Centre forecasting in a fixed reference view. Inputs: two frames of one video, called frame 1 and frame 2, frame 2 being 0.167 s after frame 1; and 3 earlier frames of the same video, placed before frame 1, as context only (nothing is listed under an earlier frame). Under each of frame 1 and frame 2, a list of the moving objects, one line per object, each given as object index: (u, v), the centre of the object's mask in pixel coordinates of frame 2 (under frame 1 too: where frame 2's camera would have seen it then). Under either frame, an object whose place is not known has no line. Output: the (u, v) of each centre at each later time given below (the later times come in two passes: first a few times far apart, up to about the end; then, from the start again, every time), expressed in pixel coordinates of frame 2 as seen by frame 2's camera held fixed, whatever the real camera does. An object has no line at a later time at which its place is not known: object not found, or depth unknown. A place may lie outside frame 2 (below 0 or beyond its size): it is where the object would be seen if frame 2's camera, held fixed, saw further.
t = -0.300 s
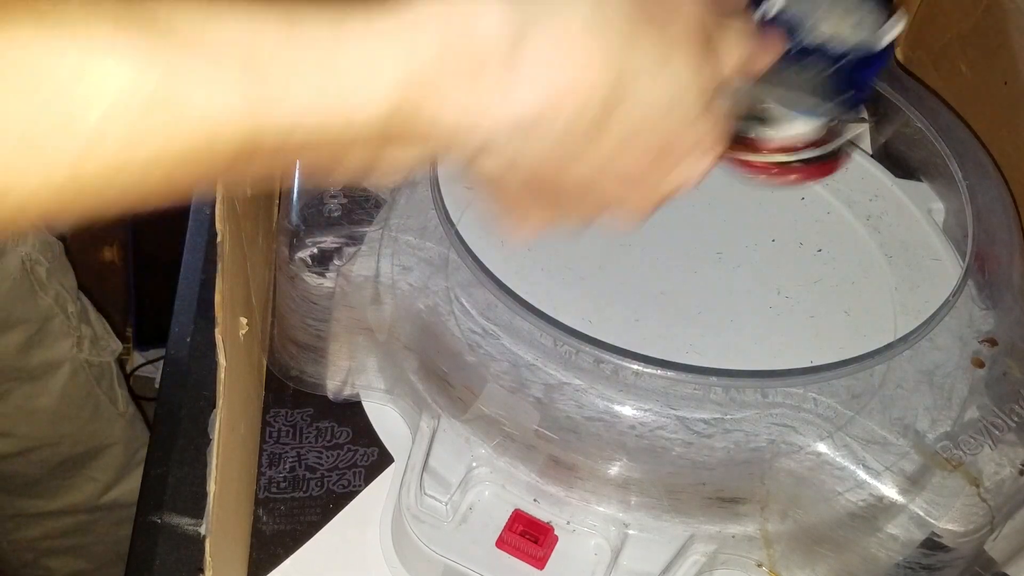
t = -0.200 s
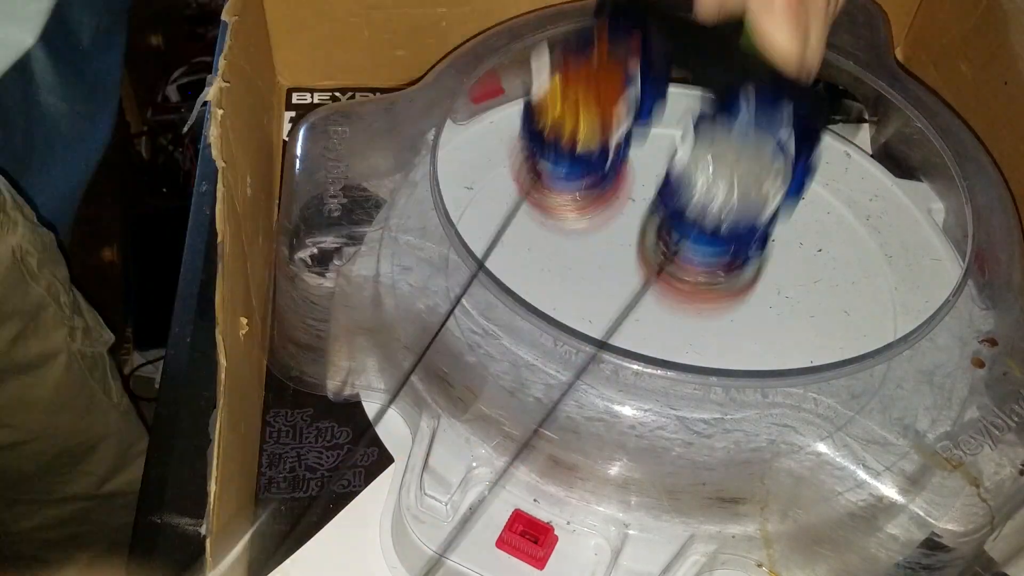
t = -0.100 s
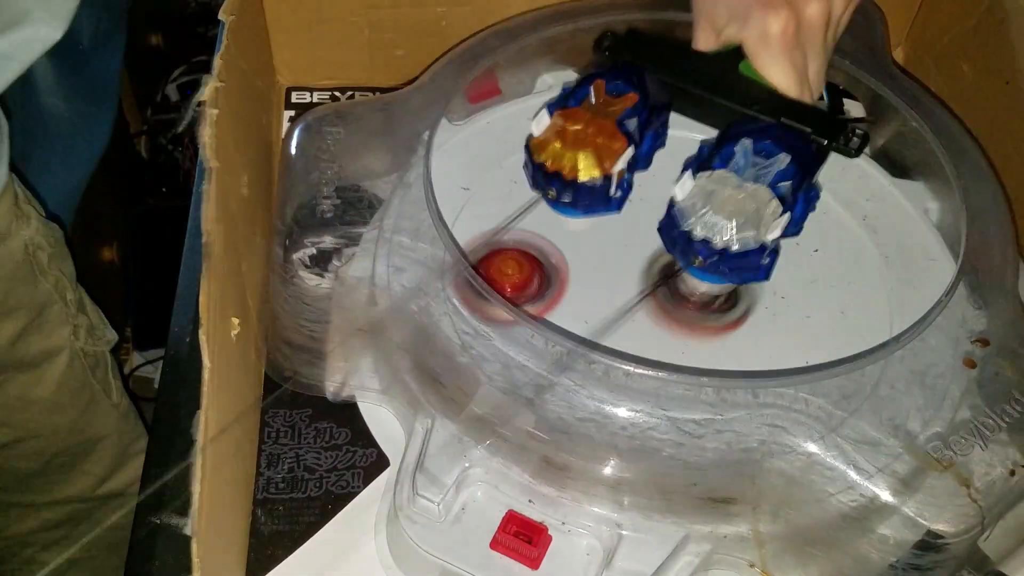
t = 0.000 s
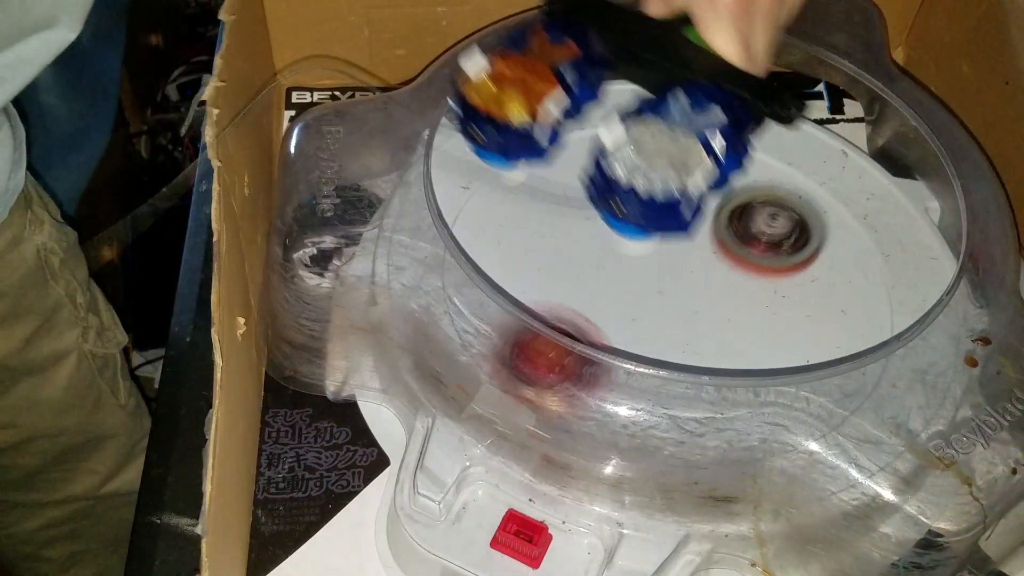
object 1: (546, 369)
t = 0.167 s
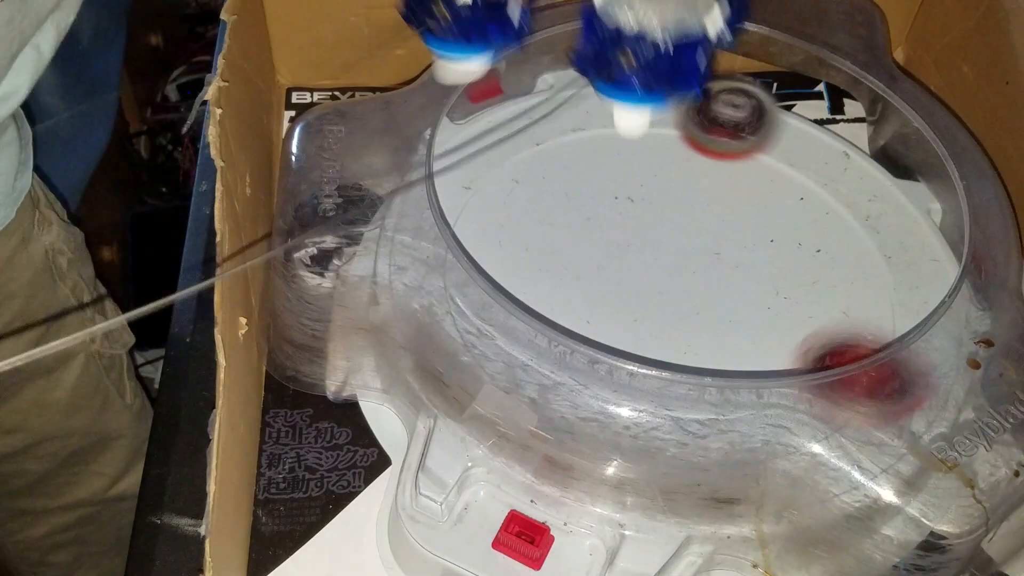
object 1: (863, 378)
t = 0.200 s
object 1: (875, 322)
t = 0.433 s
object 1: (625, 111)
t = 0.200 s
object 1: (875, 322)
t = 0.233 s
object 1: (891, 282)
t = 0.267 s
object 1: (878, 234)
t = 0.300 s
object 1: (842, 191)
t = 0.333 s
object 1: (797, 154)
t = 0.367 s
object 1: (743, 129)
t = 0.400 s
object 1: (684, 114)
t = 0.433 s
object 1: (625, 111)
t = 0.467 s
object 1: (567, 120)
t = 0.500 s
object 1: (515, 143)
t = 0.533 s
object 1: (474, 176)
